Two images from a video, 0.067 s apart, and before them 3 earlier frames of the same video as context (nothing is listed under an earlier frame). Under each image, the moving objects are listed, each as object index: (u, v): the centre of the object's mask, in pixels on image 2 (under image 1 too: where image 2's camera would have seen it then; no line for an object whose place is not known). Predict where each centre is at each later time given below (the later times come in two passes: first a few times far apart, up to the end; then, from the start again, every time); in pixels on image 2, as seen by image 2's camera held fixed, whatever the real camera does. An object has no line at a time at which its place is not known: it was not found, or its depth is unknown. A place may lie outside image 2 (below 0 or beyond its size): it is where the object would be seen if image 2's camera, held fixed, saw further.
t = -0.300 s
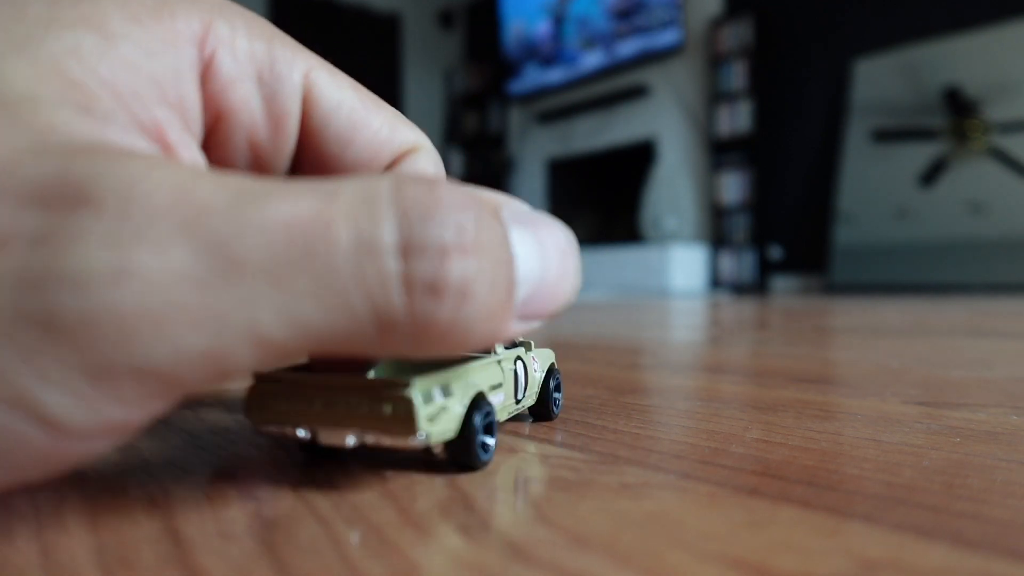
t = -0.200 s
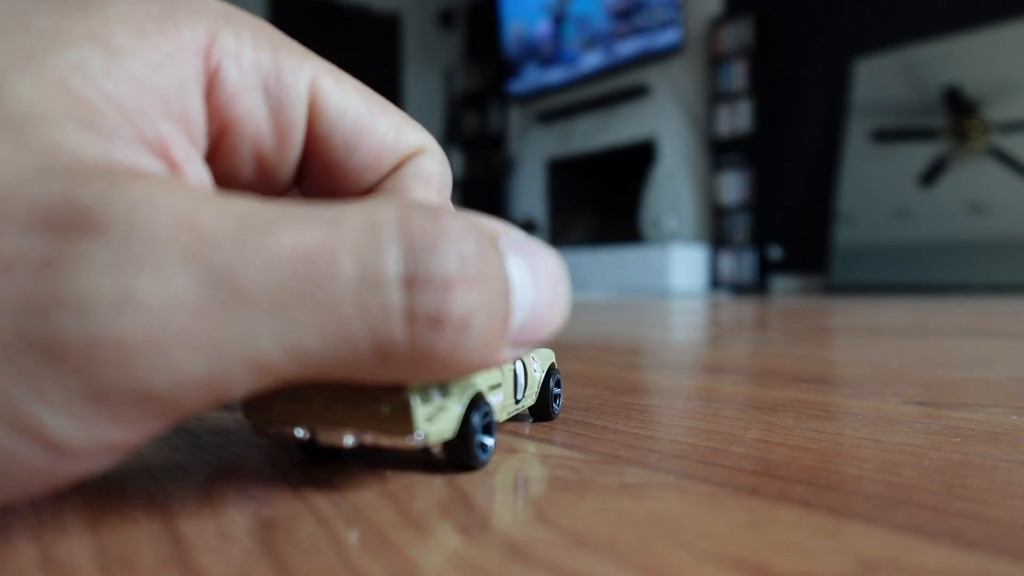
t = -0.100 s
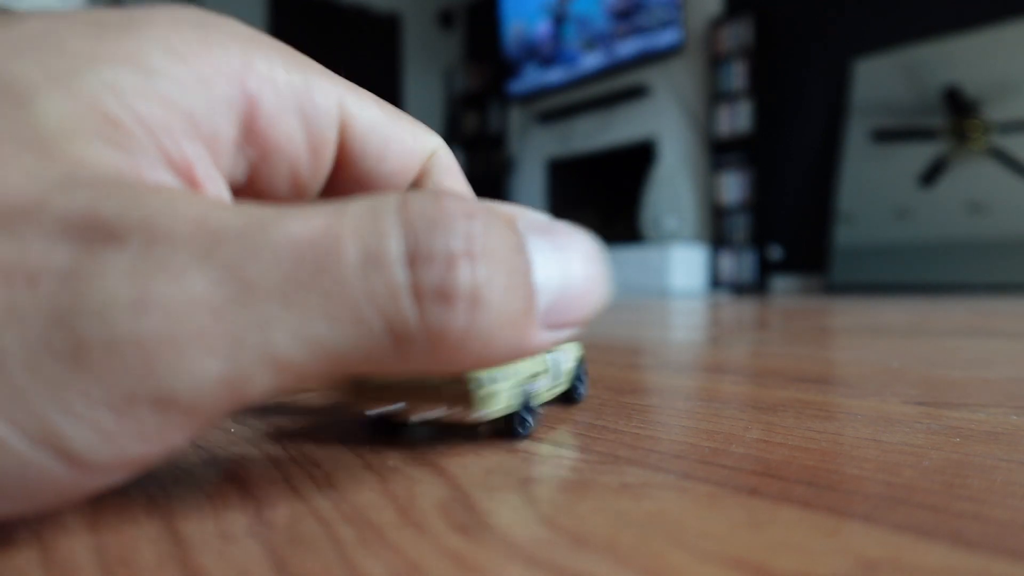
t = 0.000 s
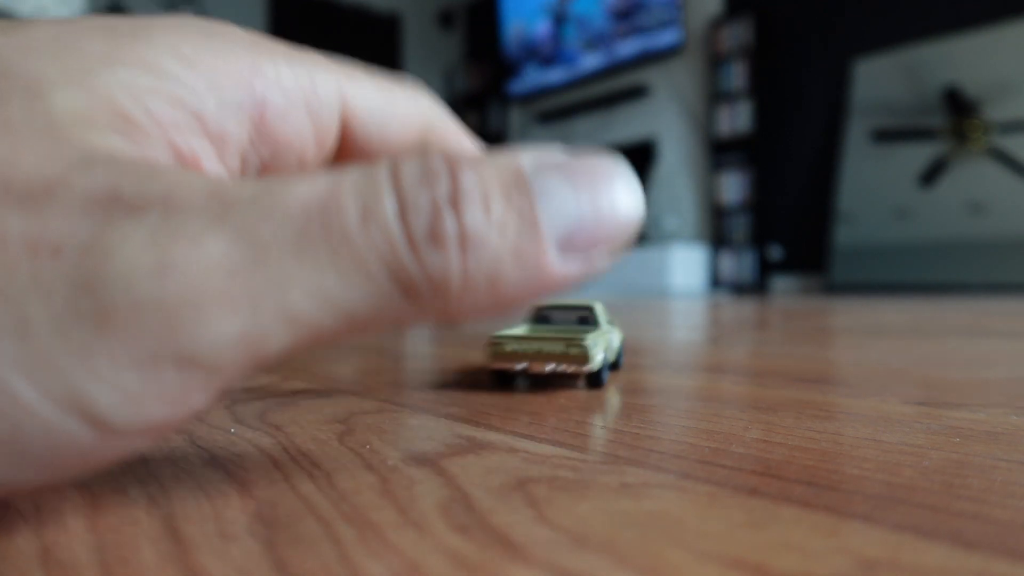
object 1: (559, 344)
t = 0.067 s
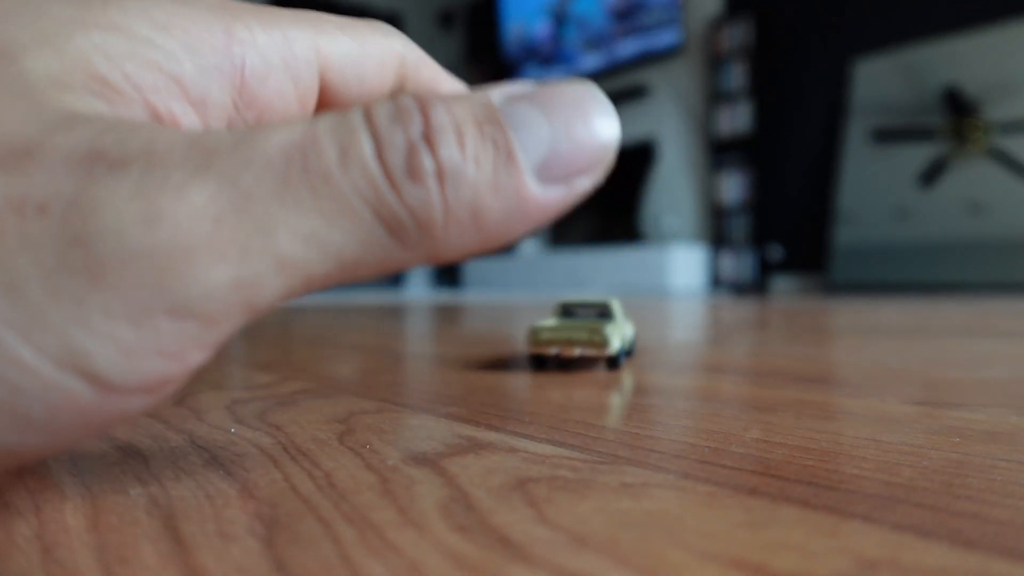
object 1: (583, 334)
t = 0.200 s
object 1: (614, 322)
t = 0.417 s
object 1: (643, 314)
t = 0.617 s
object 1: (655, 310)
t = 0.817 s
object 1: (665, 306)
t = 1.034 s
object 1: (673, 303)
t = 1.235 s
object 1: (676, 303)
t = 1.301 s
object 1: (677, 303)
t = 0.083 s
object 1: (588, 332)
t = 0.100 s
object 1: (593, 330)
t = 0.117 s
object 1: (597, 328)
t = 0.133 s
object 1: (601, 326)
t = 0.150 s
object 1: (604, 326)
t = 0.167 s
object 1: (607, 324)
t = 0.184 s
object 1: (611, 323)
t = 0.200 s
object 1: (614, 322)
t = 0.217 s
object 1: (617, 321)
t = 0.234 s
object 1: (620, 320)
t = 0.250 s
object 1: (623, 319)
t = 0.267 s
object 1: (625, 318)
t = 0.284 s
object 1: (628, 318)
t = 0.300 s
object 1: (629, 317)
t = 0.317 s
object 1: (632, 316)
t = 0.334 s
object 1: (634, 316)
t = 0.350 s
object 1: (636, 315)
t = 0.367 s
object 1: (638, 315)
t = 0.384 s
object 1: (639, 314)
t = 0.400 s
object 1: (642, 314)
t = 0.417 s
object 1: (643, 314)
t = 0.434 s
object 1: (644, 314)
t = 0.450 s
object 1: (645, 314)
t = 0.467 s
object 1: (646, 313)
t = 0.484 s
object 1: (647, 313)
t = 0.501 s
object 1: (648, 312)
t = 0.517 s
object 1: (649, 312)
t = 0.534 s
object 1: (650, 312)
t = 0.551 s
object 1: (651, 311)
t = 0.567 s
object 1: (652, 311)
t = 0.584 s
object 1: (653, 311)
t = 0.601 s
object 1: (654, 310)
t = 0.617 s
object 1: (655, 310)
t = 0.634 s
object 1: (656, 309)
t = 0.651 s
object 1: (657, 309)
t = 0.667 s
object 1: (658, 309)
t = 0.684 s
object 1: (658, 308)
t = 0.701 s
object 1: (659, 308)
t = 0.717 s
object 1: (660, 308)
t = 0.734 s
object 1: (661, 308)
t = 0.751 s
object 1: (662, 307)
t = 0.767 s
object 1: (663, 307)
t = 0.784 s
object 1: (664, 306)
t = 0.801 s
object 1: (664, 307)
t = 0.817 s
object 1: (665, 306)
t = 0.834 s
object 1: (666, 306)
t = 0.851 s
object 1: (667, 305)
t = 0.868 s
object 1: (668, 305)
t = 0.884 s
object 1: (668, 305)
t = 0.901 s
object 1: (668, 305)
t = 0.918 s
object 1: (669, 304)
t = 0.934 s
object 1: (670, 304)
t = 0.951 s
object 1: (670, 303)
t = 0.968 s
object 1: (671, 303)
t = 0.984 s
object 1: (671, 303)
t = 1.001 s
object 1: (671, 303)
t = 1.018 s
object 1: (672, 303)
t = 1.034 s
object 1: (673, 303)
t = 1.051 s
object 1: (673, 304)
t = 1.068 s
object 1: (673, 303)
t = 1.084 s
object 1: (674, 303)
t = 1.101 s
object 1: (674, 303)
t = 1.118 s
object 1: (674, 303)
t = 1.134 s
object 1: (675, 304)
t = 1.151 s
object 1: (675, 304)
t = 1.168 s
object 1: (675, 304)
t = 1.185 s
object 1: (675, 304)
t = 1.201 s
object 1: (676, 303)
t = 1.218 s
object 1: (675, 304)
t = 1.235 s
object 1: (676, 303)
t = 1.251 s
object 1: (676, 303)
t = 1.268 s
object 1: (676, 303)
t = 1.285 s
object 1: (676, 302)
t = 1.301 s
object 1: (677, 303)
